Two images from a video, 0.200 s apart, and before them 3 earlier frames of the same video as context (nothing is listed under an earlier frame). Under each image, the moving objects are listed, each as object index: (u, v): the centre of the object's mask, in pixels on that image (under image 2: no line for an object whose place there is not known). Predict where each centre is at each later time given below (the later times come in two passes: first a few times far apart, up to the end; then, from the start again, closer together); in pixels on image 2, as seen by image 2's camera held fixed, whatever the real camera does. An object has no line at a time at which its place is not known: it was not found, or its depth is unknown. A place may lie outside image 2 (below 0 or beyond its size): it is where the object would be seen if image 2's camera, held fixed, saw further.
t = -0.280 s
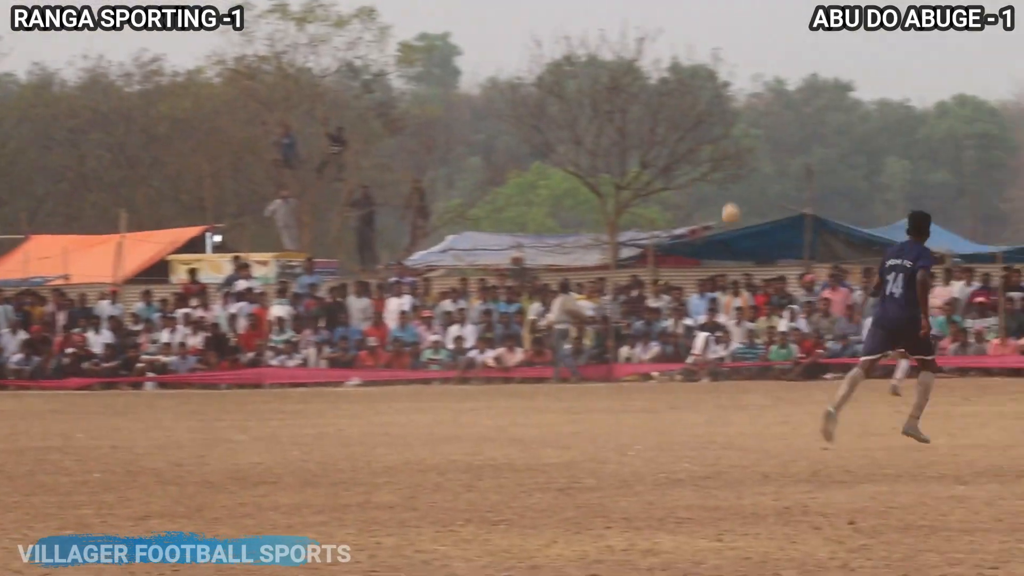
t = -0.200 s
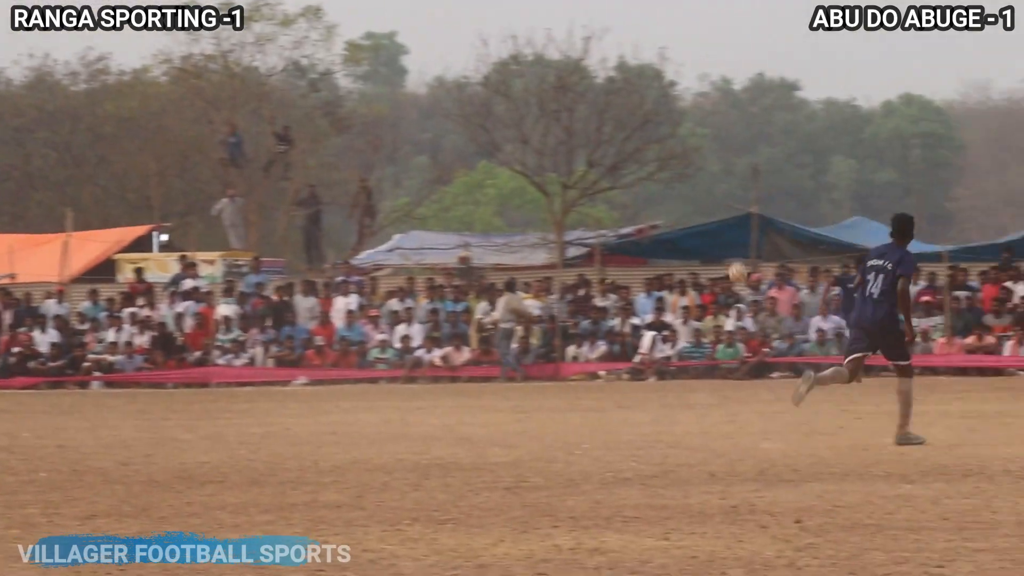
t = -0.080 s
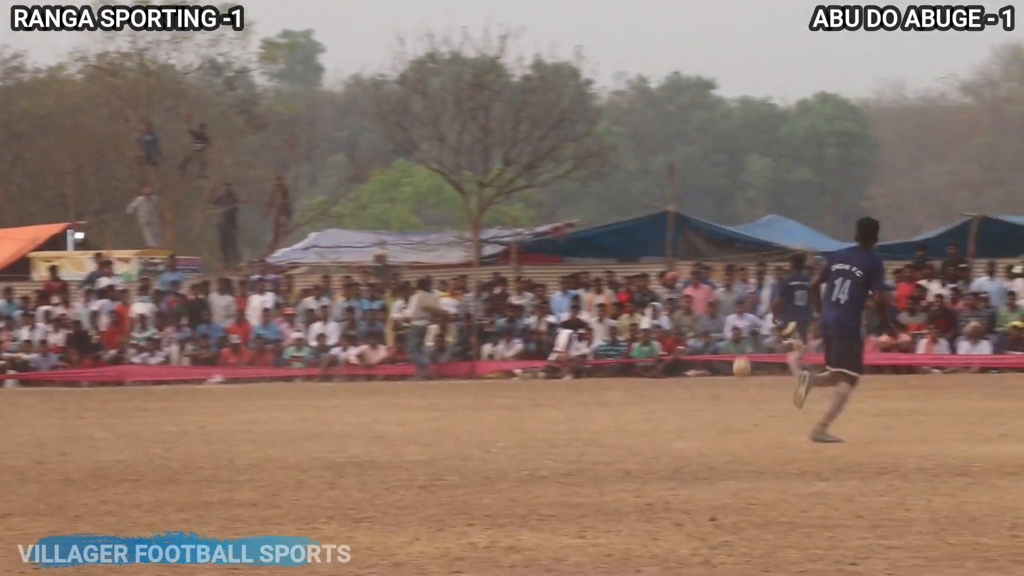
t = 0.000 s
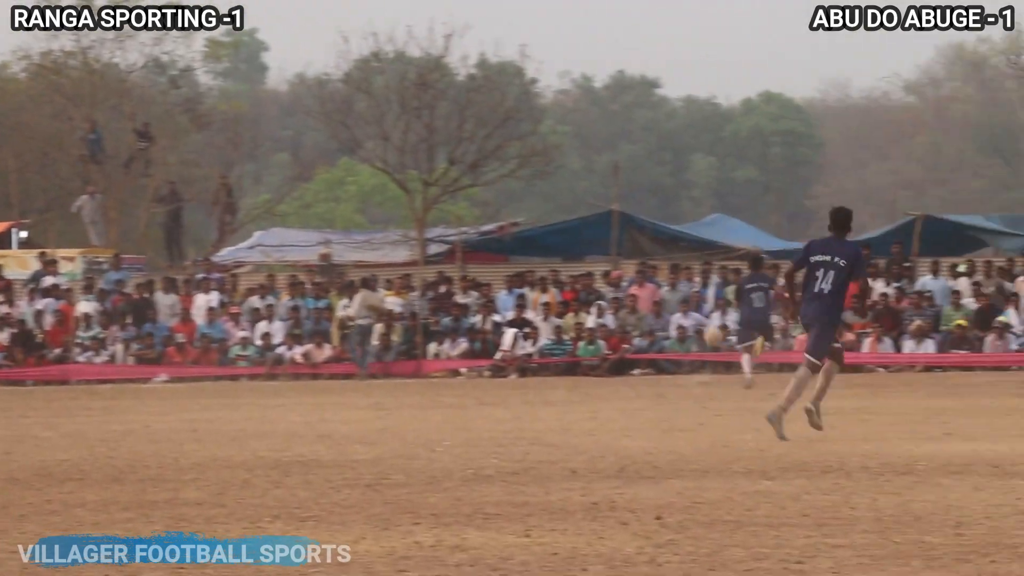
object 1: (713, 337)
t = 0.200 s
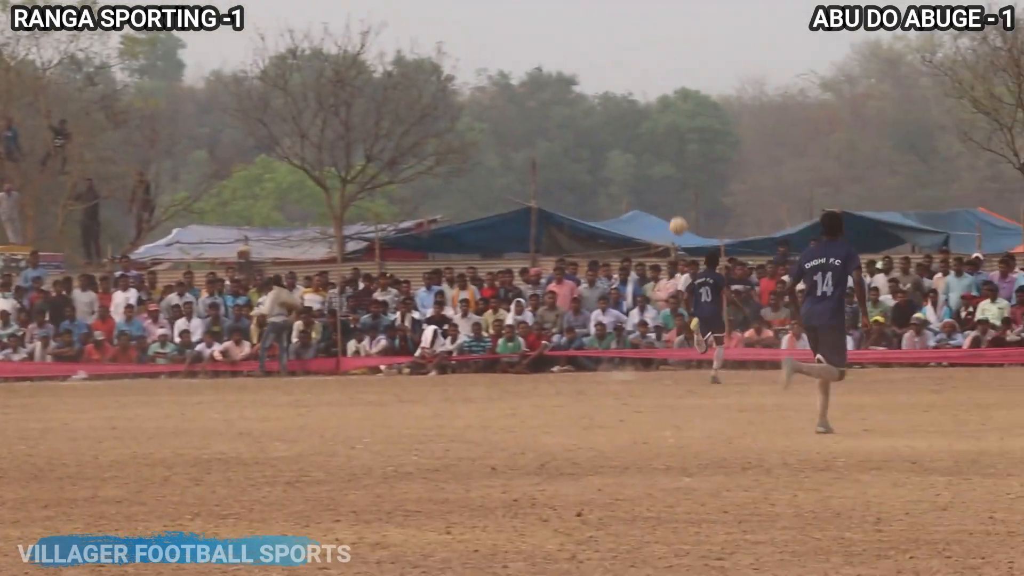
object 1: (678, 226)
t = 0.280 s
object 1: (695, 194)
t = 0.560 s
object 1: (754, 127)
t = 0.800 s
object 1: (803, 122)
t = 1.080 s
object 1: (855, 168)
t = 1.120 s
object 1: (862, 178)
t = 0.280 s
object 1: (695, 194)
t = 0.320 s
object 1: (704, 181)
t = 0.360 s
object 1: (713, 169)
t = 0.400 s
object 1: (721, 158)
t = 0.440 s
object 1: (729, 149)
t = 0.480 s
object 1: (738, 140)
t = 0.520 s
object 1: (747, 133)
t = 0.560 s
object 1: (754, 127)
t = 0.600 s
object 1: (763, 123)
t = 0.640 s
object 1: (771, 122)
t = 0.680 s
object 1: (779, 120)
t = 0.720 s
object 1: (787, 120)
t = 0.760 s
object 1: (794, 121)
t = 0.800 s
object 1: (803, 122)
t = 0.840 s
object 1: (811, 125)
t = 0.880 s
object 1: (818, 128)
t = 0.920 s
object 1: (826, 134)
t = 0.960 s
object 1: (833, 141)
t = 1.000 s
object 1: (840, 148)
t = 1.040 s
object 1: (848, 157)
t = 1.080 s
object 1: (855, 168)
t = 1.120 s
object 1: (862, 178)
